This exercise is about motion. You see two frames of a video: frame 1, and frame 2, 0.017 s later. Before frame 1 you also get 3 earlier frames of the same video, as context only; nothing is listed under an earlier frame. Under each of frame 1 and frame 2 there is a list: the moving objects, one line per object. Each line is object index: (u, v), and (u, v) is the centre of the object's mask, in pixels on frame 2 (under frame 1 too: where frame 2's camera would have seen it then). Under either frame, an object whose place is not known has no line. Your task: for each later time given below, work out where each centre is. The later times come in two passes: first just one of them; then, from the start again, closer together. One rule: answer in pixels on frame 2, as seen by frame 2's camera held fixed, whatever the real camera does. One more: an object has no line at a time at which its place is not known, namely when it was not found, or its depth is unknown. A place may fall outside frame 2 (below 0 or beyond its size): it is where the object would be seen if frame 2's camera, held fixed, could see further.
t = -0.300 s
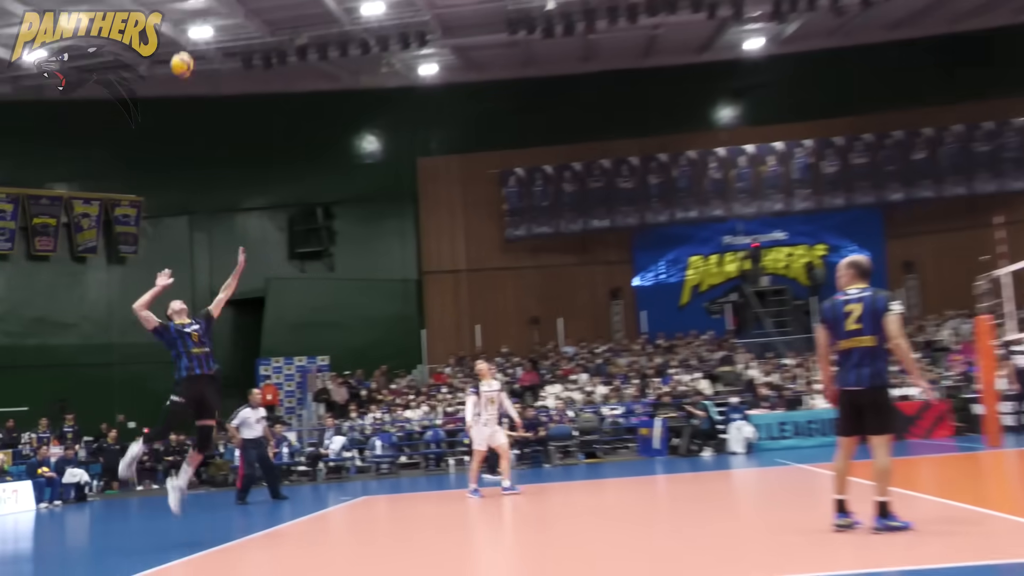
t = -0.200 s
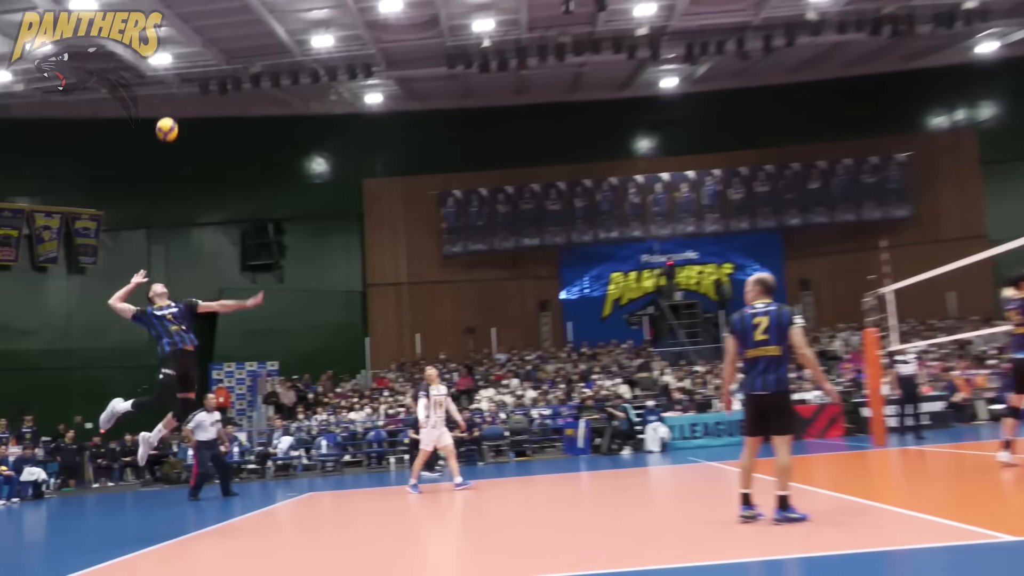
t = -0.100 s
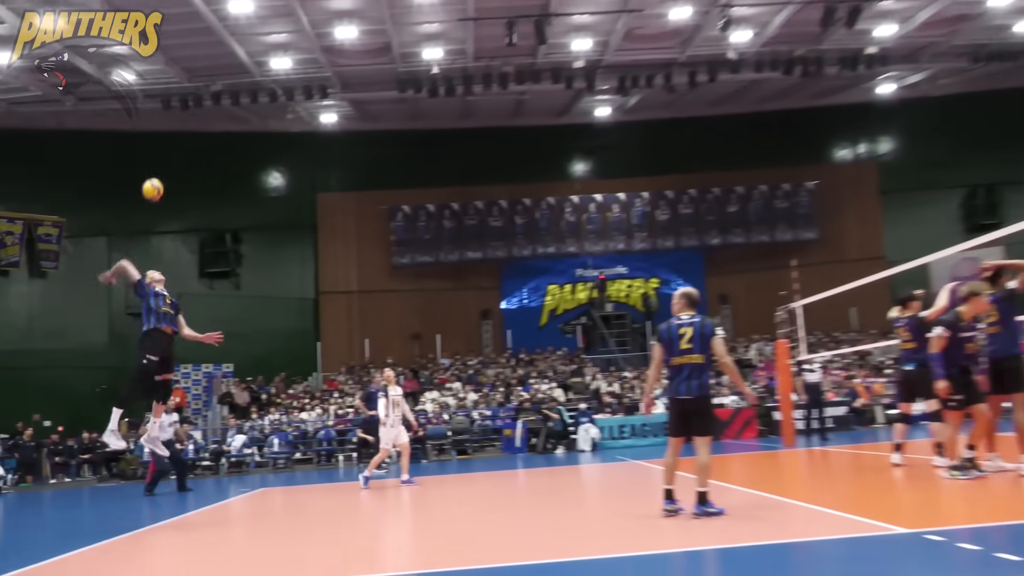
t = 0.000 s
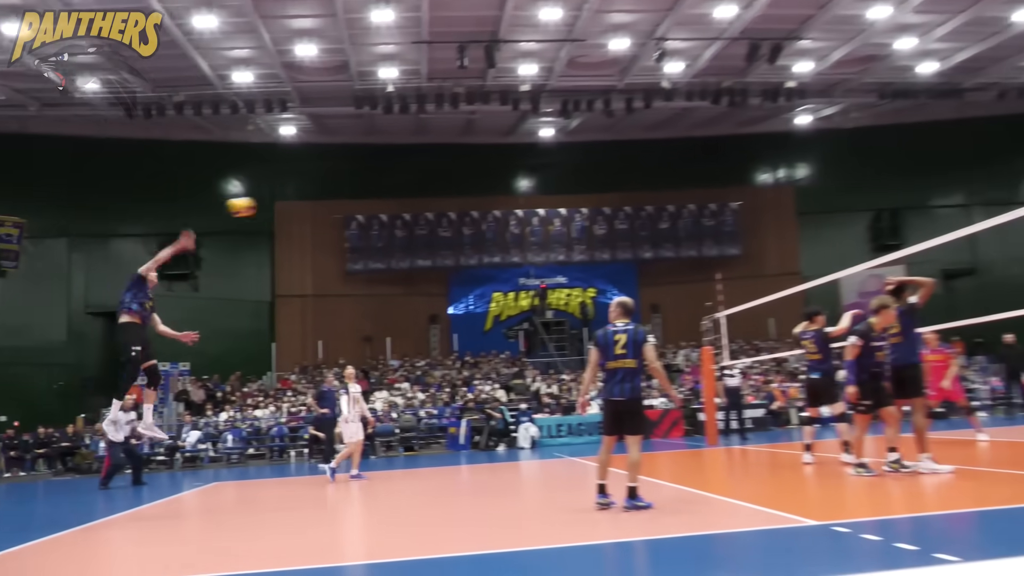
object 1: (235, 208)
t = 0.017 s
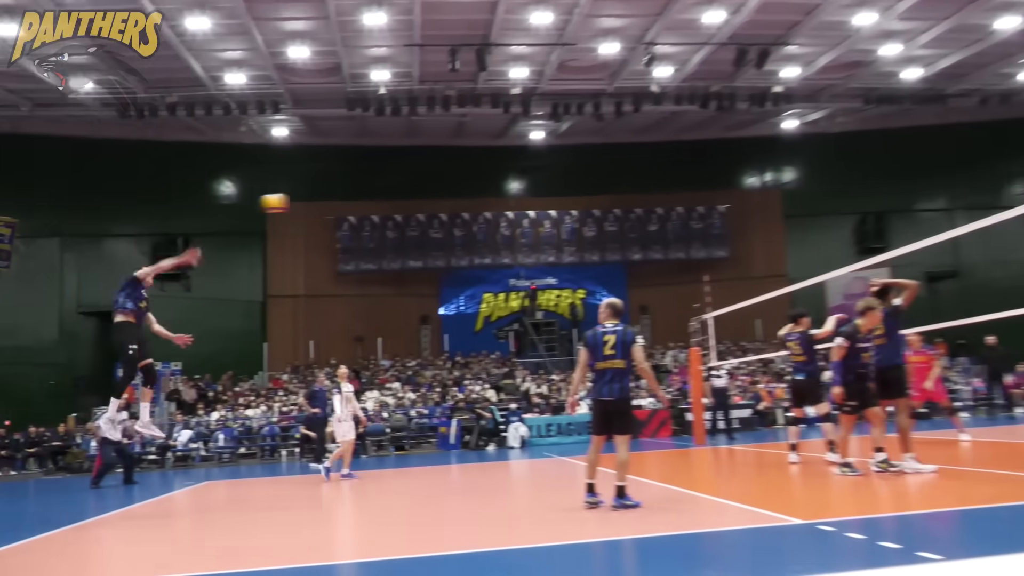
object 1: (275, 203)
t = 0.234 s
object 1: (772, 193)
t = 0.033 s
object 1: (315, 199)
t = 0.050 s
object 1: (355, 195)
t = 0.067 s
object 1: (394, 193)
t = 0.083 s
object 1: (433, 191)
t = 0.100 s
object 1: (472, 189)
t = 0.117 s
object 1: (510, 188)
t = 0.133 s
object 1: (549, 187)
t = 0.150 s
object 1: (587, 187)
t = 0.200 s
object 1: (699, 190)
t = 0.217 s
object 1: (735, 191)
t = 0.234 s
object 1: (772, 193)
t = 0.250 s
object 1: (808, 196)
